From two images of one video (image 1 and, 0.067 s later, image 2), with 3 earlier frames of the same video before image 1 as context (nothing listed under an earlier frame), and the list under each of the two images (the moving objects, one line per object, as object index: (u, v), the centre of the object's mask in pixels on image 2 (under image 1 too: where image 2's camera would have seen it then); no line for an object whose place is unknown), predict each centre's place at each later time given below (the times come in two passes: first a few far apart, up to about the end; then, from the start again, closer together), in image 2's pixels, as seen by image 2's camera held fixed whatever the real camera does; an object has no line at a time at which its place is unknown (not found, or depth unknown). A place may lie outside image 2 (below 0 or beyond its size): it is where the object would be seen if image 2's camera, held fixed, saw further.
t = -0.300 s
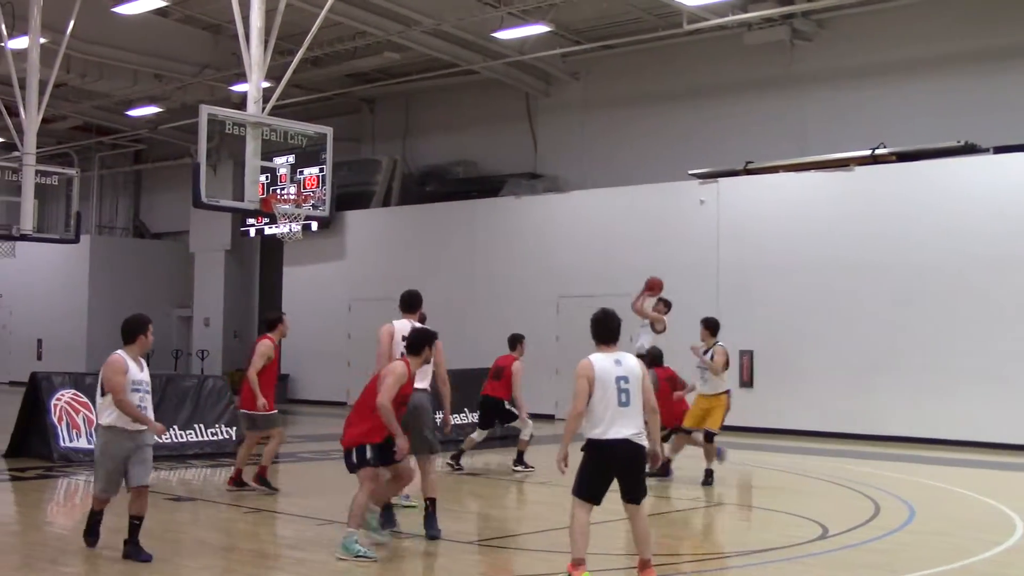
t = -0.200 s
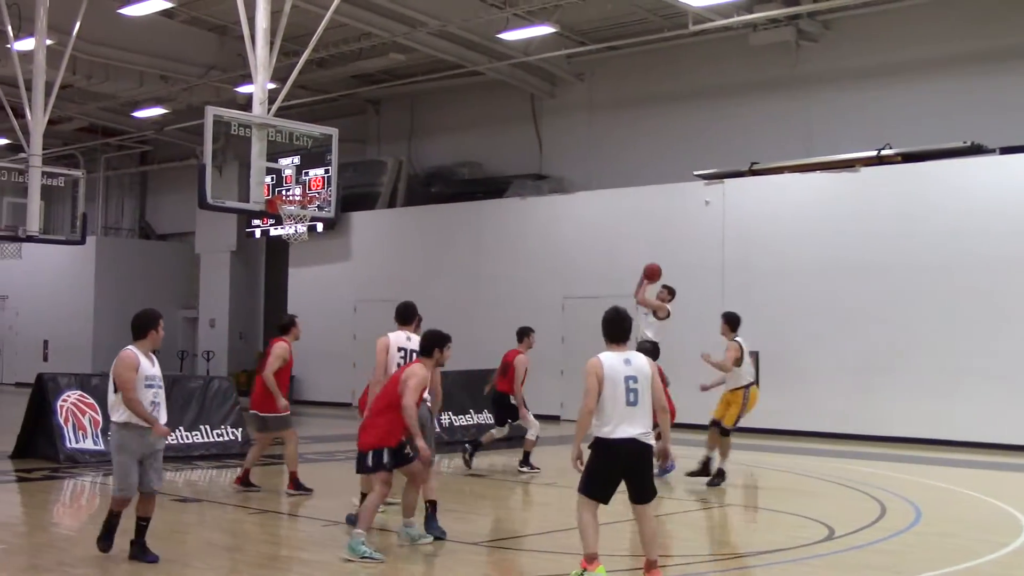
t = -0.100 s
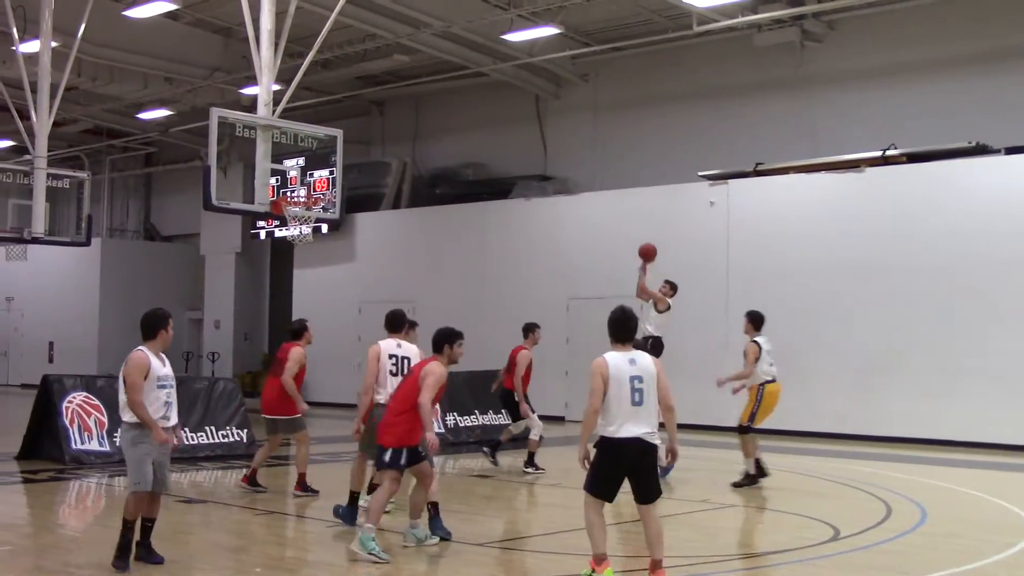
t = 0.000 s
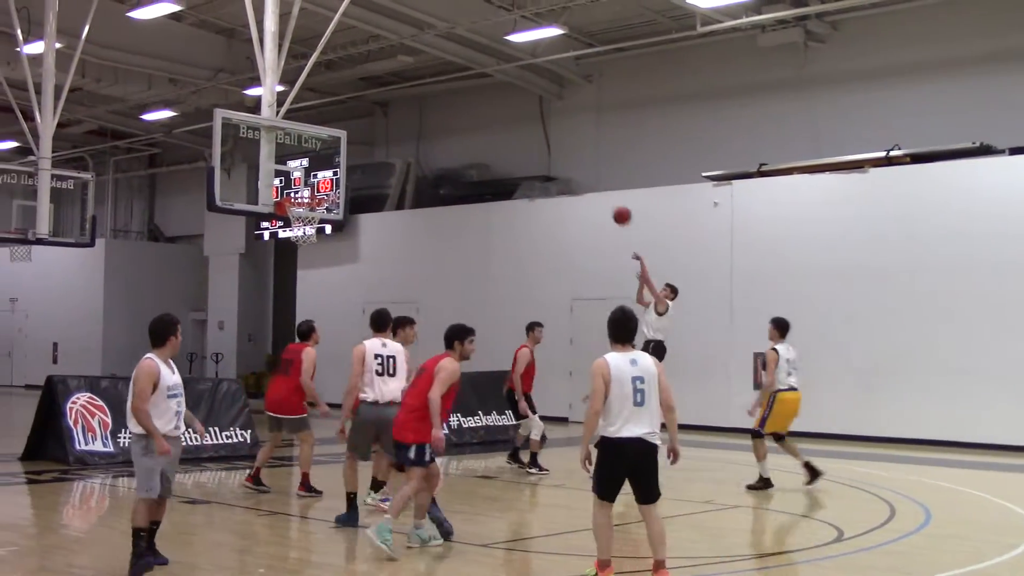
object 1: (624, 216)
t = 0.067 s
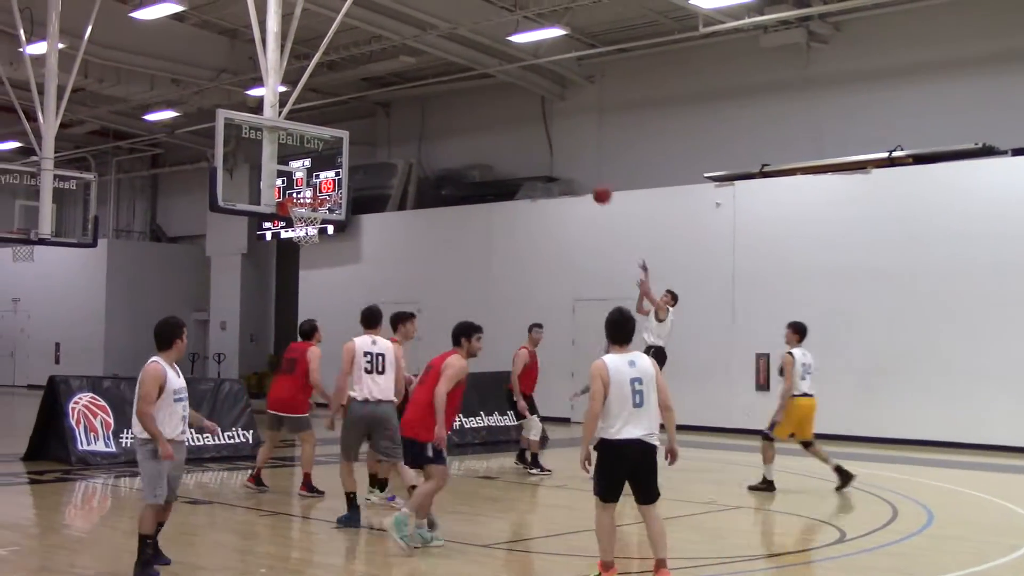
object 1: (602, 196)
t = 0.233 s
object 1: (545, 154)
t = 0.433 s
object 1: (476, 132)
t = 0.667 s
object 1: (390, 149)
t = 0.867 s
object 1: (313, 191)
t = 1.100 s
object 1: (306, 162)
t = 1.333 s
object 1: (324, 152)
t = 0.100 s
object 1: (591, 186)
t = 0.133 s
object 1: (579, 177)
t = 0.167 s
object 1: (568, 167)
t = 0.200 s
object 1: (556, 161)
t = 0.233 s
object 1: (545, 154)
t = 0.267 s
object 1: (533, 148)
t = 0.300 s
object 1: (522, 143)
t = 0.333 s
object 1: (511, 139)
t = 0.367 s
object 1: (500, 136)
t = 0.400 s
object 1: (488, 134)
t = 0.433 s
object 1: (476, 132)
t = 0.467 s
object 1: (464, 132)
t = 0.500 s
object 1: (451, 132)
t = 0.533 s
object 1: (439, 133)
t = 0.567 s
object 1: (427, 136)
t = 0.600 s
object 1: (415, 139)
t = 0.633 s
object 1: (403, 143)
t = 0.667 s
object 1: (390, 149)
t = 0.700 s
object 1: (379, 156)
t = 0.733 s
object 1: (366, 162)
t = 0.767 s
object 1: (351, 170)
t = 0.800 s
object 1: (337, 180)
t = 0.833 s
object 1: (323, 190)
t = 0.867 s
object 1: (313, 191)
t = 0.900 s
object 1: (306, 190)
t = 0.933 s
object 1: (296, 191)
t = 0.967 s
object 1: (294, 189)
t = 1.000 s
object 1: (297, 180)
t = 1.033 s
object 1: (300, 175)
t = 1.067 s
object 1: (303, 167)
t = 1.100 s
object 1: (306, 162)
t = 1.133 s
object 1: (308, 158)
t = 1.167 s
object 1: (312, 155)
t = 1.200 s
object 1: (314, 153)
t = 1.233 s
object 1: (317, 151)
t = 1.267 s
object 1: (319, 151)
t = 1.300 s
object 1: (322, 151)
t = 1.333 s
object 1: (324, 152)
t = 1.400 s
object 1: (330, 159)
